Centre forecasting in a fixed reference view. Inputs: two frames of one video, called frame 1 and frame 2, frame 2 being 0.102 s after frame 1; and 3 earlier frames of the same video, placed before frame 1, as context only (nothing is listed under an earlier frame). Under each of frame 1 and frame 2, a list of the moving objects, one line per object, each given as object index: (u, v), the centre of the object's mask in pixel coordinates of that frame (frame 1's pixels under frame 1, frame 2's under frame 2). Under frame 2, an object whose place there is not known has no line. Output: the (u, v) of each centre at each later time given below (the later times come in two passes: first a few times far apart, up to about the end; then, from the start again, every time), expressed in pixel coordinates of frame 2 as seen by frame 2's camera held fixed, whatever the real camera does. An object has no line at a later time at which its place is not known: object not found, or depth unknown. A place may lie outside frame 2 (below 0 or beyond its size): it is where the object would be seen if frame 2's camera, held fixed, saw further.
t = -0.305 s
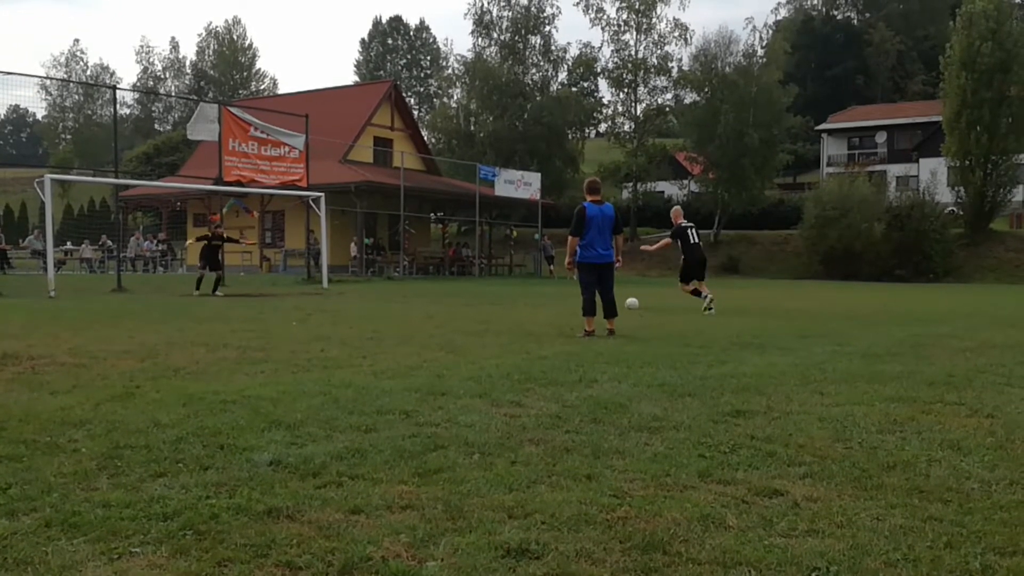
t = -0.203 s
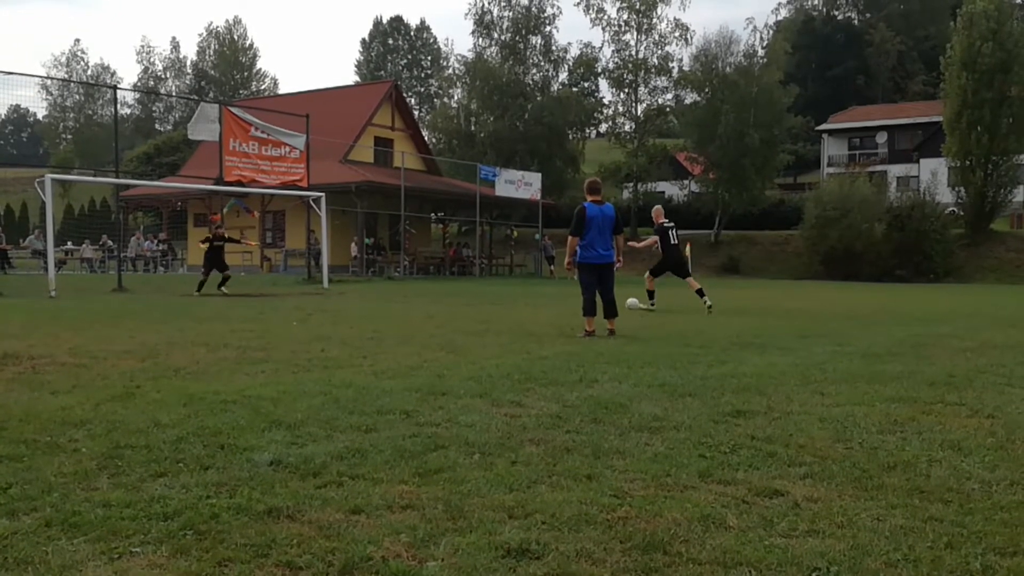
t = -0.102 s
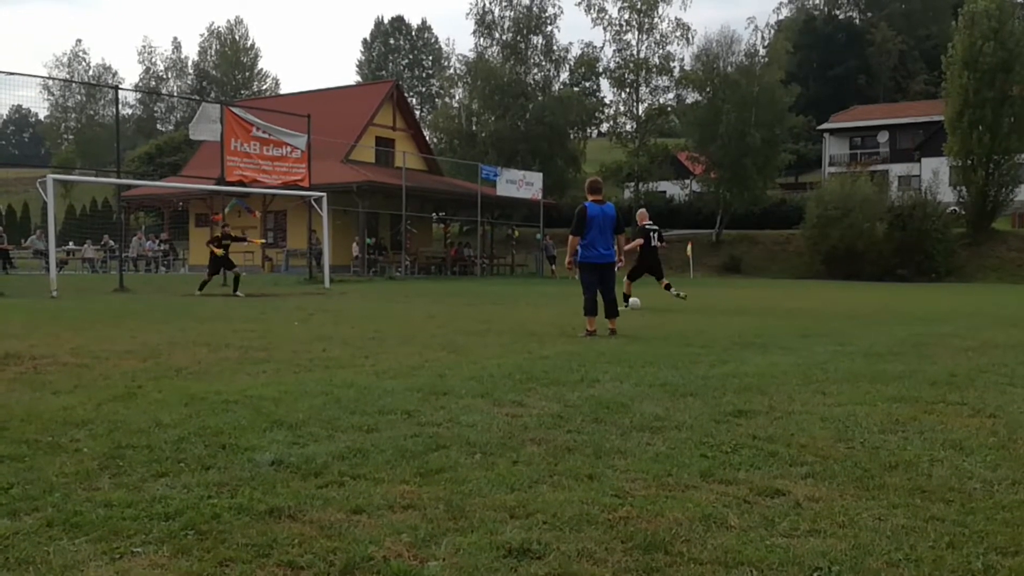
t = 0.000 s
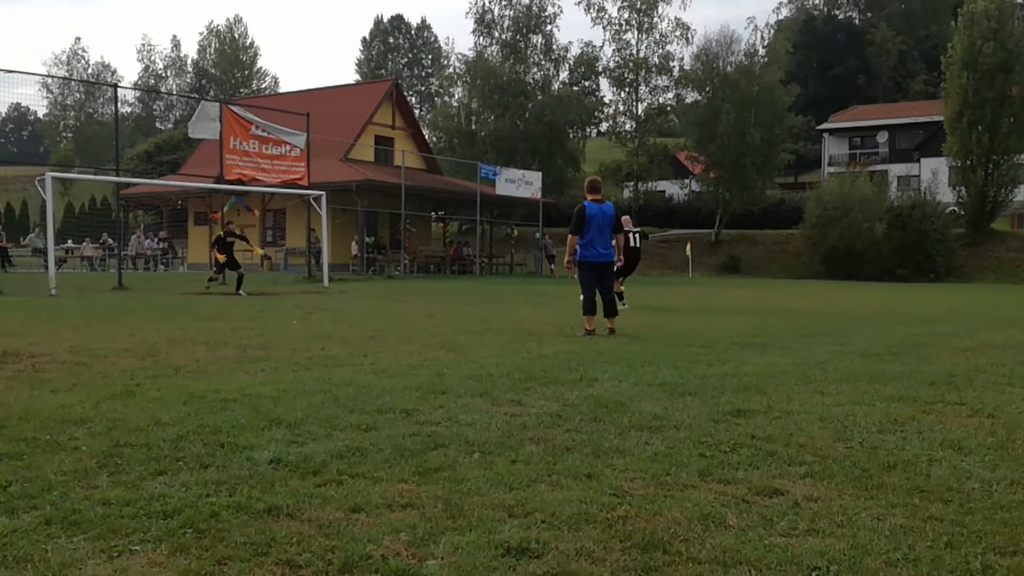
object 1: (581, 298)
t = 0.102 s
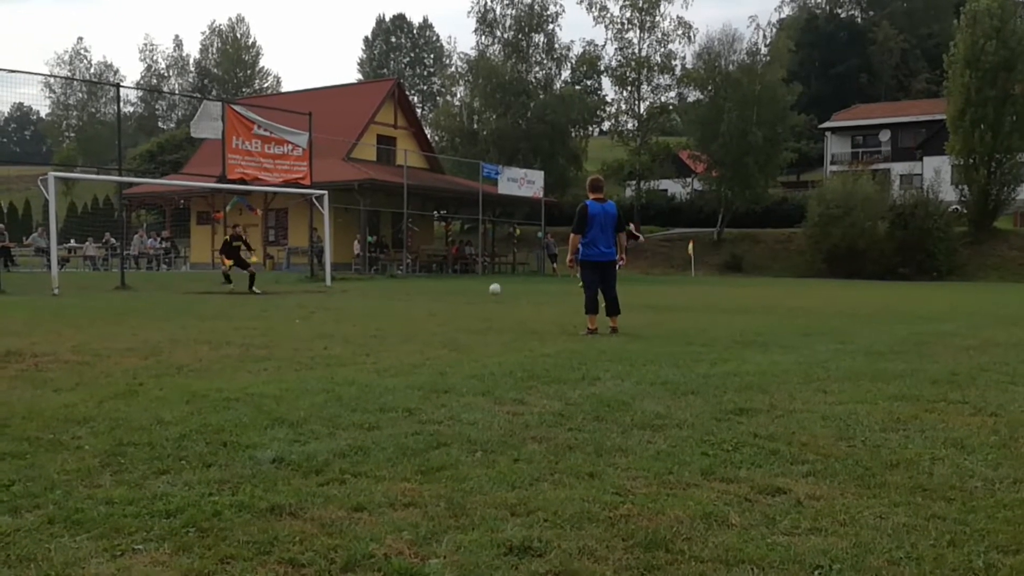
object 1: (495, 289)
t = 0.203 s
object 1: (417, 289)
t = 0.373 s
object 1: (324, 279)
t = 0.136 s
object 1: (467, 288)
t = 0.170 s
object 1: (441, 288)
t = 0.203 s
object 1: (417, 289)
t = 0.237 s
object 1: (394, 291)
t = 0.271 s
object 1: (375, 287)
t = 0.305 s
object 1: (357, 284)
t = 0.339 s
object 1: (340, 281)
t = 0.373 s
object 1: (324, 279)
